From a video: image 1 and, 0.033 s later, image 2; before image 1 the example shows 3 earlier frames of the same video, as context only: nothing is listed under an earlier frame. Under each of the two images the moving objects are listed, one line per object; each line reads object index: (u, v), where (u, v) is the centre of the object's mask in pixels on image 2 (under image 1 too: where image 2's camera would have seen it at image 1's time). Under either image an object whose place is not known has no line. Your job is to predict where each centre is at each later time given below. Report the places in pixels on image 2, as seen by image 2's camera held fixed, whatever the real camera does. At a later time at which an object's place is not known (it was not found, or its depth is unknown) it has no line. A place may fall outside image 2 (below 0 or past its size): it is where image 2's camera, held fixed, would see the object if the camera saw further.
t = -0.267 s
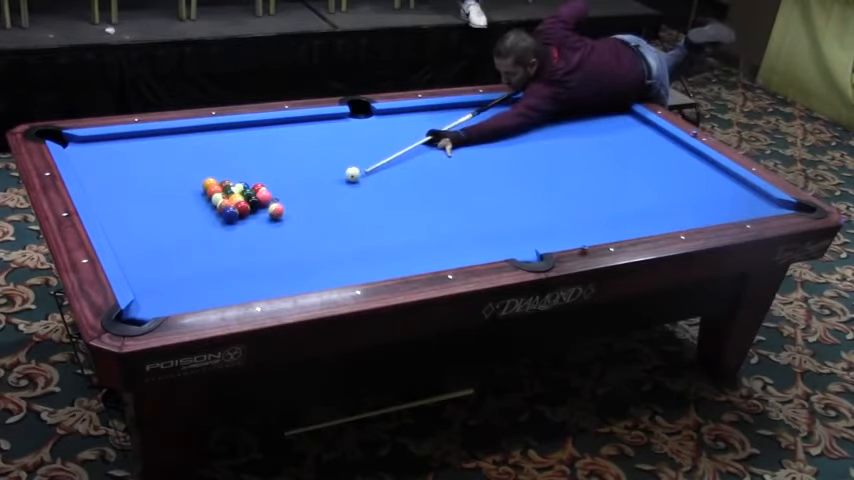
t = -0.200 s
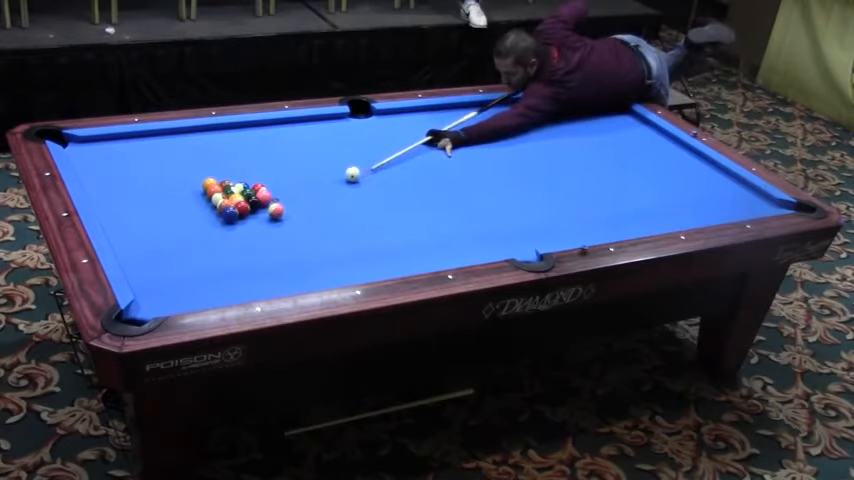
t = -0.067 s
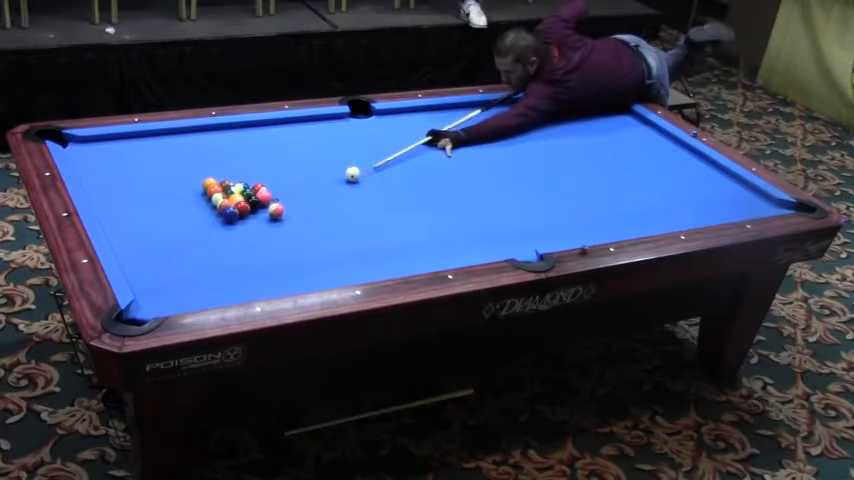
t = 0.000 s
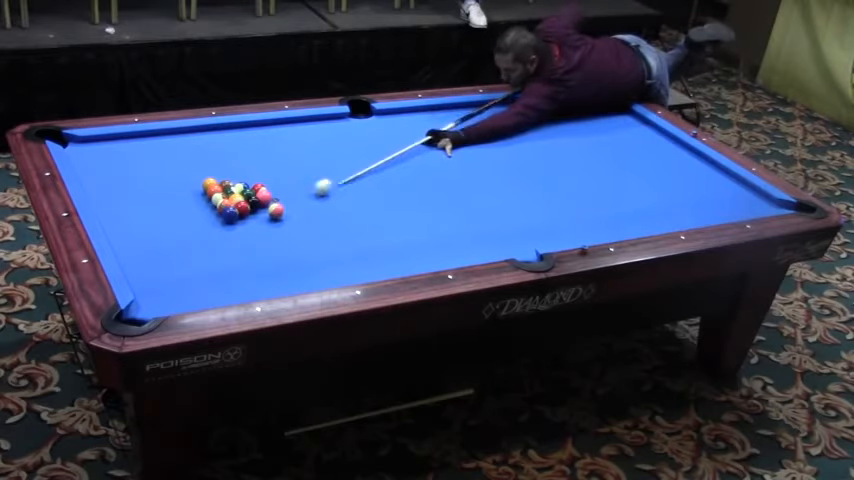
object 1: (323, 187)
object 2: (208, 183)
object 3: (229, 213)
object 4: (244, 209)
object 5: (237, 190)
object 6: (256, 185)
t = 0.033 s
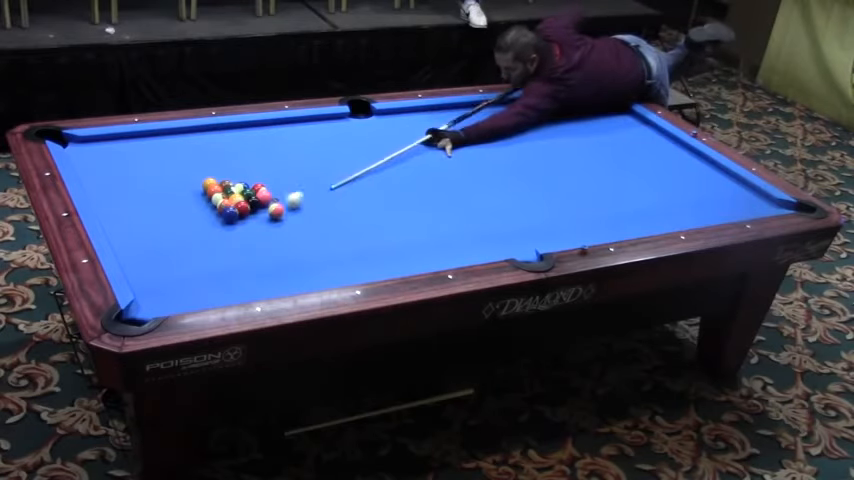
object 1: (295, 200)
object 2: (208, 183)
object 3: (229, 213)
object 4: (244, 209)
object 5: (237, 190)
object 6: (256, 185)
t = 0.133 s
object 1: (276, 203)
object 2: (206, 182)
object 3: (230, 215)
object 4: (244, 209)
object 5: (237, 188)
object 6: (254, 184)
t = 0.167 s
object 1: (277, 203)
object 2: (204, 182)
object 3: (230, 215)
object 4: (244, 210)
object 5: (235, 188)
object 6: (254, 183)
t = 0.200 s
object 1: (278, 203)
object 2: (202, 182)
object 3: (230, 216)
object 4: (245, 210)
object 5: (231, 190)
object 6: (256, 184)
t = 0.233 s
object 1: (279, 203)
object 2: (200, 182)
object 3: (230, 216)
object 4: (245, 211)
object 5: (230, 190)
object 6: (256, 184)
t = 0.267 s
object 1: (281, 202)
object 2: (198, 182)
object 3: (230, 217)
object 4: (245, 211)
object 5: (230, 190)
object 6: (257, 183)
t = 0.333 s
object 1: (286, 201)
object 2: (195, 183)
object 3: (231, 218)
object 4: (245, 213)
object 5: (229, 190)
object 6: (258, 183)
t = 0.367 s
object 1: (287, 200)
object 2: (194, 183)
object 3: (231, 219)
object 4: (245, 213)
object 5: (228, 190)
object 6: (258, 183)
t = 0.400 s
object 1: (289, 200)
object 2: (192, 183)
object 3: (231, 220)
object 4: (245, 214)
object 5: (227, 191)
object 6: (258, 183)
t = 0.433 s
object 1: (291, 199)
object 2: (191, 183)
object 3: (231, 221)
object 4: (246, 214)
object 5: (226, 190)
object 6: (259, 182)
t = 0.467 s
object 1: (293, 198)
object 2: (190, 183)
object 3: (232, 221)
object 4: (246, 215)
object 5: (236, 184)
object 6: (258, 182)
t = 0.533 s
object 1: (297, 197)
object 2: (187, 182)
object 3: (232, 222)
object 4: (246, 216)
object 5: (226, 190)
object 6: (259, 180)
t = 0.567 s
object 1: (299, 196)
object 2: (185, 182)
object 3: (232, 223)
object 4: (246, 217)
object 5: (225, 190)
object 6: (259, 179)
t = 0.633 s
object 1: (303, 196)
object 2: (183, 183)
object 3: (233, 224)
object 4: (247, 218)
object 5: (224, 191)
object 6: (258, 178)
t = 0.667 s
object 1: (304, 195)
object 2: (181, 182)
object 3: (233, 225)
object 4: (247, 219)
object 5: (225, 190)
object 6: (258, 178)
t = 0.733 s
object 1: (307, 194)
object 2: (178, 182)
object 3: (233, 225)
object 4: (248, 220)
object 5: (224, 190)
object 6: (259, 177)
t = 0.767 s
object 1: (309, 193)
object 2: (177, 182)
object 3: (233, 226)
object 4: (248, 220)
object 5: (224, 190)
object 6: (259, 177)
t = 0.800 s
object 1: (311, 193)
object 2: (175, 182)
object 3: (234, 226)
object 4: (248, 221)
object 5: (223, 190)
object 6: (259, 177)
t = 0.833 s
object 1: (313, 192)
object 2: (174, 182)
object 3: (234, 227)
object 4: (248, 221)
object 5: (223, 190)
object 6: (258, 176)
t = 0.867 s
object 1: (314, 192)
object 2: (173, 182)
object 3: (234, 227)
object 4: (249, 222)
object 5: (223, 190)
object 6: (257, 175)
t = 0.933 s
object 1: (317, 191)
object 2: (170, 182)
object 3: (234, 228)
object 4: (249, 223)
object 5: (223, 190)
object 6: (257, 175)
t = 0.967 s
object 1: (319, 190)
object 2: (169, 181)
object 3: (235, 229)
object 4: (249, 224)
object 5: (223, 190)
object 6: (257, 174)
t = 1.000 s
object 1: (321, 190)
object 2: (168, 181)
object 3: (235, 229)
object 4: (250, 224)
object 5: (223, 190)
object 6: (257, 174)
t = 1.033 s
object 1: (322, 189)
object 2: (166, 181)
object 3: (235, 230)
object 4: (250, 225)
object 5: (223, 190)
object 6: (257, 173)
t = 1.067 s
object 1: (324, 189)
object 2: (165, 181)
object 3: (235, 230)
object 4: (250, 225)
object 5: (223, 190)
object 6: (256, 173)
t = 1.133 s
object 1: (327, 187)
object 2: (163, 181)
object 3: (235, 231)
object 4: (251, 226)
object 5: (223, 190)
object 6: (256, 172)
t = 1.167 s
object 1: (328, 187)
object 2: (162, 181)
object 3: (235, 231)
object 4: (251, 226)
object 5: (223, 190)
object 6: (256, 172)
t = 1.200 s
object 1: (330, 187)
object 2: (161, 180)
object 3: (236, 232)
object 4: (251, 227)
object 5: (223, 190)
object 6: (256, 172)
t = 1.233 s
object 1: (331, 186)
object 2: (160, 180)
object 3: (236, 232)
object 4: (251, 227)
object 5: (223, 190)
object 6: (256, 171)
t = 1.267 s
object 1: (332, 186)
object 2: (158, 180)
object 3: (236, 232)
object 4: (251, 228)
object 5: (223, 190)
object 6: (256, 171)
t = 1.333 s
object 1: (335, 185)
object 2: (156, 180)
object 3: (237, 233)
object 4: (252, 228)
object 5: (223, 190)
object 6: (256, 170)
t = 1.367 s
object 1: (337, 185)
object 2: (155, 180)
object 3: (236, 233)
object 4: (252, 229)
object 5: (223, 190)
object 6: (256, 169)
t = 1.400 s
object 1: (338, 184)
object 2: (154, 180)
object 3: (237, 234)
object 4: (253, 229)
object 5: (223, 190)
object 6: (257, 169)
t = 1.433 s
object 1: (339, 184)
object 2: (153, 180)
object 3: (237, 234)
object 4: (253, 229)
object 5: (223, 190)
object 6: (257, 169)
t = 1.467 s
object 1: (340, 183)
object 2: (152, 180)
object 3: (237, 234)
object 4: (253, 230)
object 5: (223, 190)
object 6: (257, 168)
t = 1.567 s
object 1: (344, 182)
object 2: (150, 179)
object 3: (237, 235)
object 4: (254, 231)
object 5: (223, 190)
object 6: (257, 168)
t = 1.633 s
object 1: (347, 181)
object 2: (148, 179)
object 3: (237, 236)
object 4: (254, 231)
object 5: (223, 190)
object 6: (257, 168)
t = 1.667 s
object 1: (348, 181)
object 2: (147, 179)
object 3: (237, 236)
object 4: (254, 232)
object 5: (223, 190)
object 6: (257, 167)
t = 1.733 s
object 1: (350, 180)
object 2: (145, 179)
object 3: (237, 236)
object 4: (255, 233)
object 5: (223, 190)
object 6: (257, 168)
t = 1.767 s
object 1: (351, 180)
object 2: (145, 179)
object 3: (237, 237)
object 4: (255, 233)
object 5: (223, 190)
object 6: (257, 167)
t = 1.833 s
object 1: (353, 179)
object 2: (143, 178)
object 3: (237, 237)
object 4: (255, 234)
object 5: (223, 190)
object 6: (257, 167)
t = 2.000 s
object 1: (357, 178)
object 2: (141, 178)
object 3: (238, 237)
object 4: (257, 234)
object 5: (223, 190)
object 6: (257, 166)
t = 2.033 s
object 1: (359, 177)
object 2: (139, 178)
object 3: (238, 237)
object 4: (257, 234)
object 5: (223, 190)
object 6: (258, 166)
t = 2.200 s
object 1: (363, 176)
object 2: (137, 178)
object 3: (239, 238)
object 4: (257, 235)
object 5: (223, 190)
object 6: (257, 165)
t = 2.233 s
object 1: (364, 176)
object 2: (137, 178)
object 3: (239, 238)
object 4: (258, 235)
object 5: (223, 190)
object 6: (257, 165)
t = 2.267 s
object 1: (365, 175)
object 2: (136, 178)
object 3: (239, 238)
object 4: (258, 235)
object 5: (223, 190)
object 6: (257, 165)
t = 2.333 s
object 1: (366, 175)
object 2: (135, 178)
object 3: (239, 238)
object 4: (258, 235)
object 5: (223, 191)
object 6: (257, 165)
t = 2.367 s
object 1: (367, 174)
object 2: (135, 178)
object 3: (239, 238)
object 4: (258, 235)
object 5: (223, 191)
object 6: (257, 165)
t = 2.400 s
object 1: (368, 174)
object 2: (134, 178)
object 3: (239, 238)
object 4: (258, 235)
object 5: (223, 191)
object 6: (258, 164)
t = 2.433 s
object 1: (369, 174)
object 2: (134, 178)
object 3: (239, 238)
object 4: (258, 235)
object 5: (223, 190)
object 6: (257, 164)
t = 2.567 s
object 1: (371, 173)
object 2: (132, 178)
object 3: (239, 238)
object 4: (258, 236)
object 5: (223, 190)
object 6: (257, 164)
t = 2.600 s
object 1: (372, 173)
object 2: (132, 178)
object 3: (239, 238)
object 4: (258, 236)
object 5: (223, 190)
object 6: (257, 164)
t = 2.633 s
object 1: (373, 173)
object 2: (132, 178)
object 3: (239, 238)
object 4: (258, 236)
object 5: (223, 191)
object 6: (257, 164)
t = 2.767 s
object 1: (375, 172)
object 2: (131, 178)
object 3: (239, 238)
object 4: (258, 236)
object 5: (223, 190)
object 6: (258, 164)
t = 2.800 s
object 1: (376, 172)
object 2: (131, 178)
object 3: (239, 238)
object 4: (258, 236)
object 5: (223, 190)
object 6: (258, 164)
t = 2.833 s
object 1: (377, 172)
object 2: (131, 178)
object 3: (239, 237)
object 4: (258, 236)
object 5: (223, 190)
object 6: (258, 164)
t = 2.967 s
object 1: (379, 171)
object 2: (131, 178)
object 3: (239, 238)
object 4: (258, 236)
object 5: (223, 190)
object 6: (258, 164)
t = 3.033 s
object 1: (380, 171)
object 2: (131, 178)
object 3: (239, 238)
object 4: (258, 236)
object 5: (223, 190)
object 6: (258, 164)
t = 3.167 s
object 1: (382, 170)
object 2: (130, 178)
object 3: (239, 238)
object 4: (258, 236)
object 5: (223, 190)
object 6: (258, 164)
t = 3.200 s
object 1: (383, 170)
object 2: (130, 178)
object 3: (239, 238)
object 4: (258, 236)
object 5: (223, 190)
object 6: (258, 164)
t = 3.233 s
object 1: (383, 170)
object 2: (130, 178)
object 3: (239, 238)
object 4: (258, 236)
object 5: (223, 190)
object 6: (258, 165)
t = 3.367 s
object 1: (385, 169)
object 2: (130, 178)
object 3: (239, 238)
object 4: (258, 235)
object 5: (223, 190)
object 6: (258, 164)
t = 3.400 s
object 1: (385, 169)
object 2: (130, 178)
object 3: (239, 238)
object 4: (258, 235)
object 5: (223, 190)
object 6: (258, 165)
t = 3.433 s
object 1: (385, 169)
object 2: (130, 178)
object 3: (239, 238)
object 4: (258, 235)
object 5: (223, 190)
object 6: (258, 165)
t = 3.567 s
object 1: (386, 169)
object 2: (130, 178)
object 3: (239, 238)
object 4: (258, 235)
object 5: (223, 190)
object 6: (258, 164)
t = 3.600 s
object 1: (387, 169)
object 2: (130, 178)
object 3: (239, 238)
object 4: (258, 236)
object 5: (223, 190)
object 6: (258, 164)
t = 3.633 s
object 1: (387, 169)
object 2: (130, 178)
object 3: (239, 238)
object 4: (258, 235)
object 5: (223, 190)
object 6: (258, 164)
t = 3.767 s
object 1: (387, 168)
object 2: (130, 178)
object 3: (239, 238)
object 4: (258, 236)
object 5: (223, 190)
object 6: (258, 164)
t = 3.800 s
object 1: (387, 168)
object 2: (130, 178)
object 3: (239, 238)
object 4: (258, 236)
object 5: (223, 190)
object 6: (258, 165)
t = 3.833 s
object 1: (388, 168)
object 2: (130, 178)
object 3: (239, 238)
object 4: (258, 236)
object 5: (223, 190)
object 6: (258, 165)
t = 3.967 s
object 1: (388, 168)
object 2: (130, 178)
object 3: (239, 237)
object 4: (258, 236)
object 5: (223, 190)
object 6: (258, 164)
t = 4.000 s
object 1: (388, 167)
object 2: (130, 178)
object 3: (239, 238)
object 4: (258, 236)
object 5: (223, 190)
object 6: (258, 164)
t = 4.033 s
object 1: (388, 167)
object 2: (130, 178)
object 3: (239, 238)
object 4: (258, 236)
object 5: (223, 190)
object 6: (258, 164)
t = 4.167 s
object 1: (388, 167)
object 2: (130, 178)
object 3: (239, 238)
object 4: (258, 236)
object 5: (223, 190)
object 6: (258, 164)
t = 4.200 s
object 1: (388, 167)
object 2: (130, 178)
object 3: (239, 238)
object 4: (258, 236)
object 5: (223, 190)
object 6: (258, 164)
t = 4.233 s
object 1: (388, 167)
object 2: (130, 178)
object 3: (239, 237)
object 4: (258, 236)
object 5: (223, 190)
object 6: (258, 165)
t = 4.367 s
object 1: (388, 167)
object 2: (130, 178)
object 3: (239, 238)
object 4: (258, 236)
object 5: (223, 190)
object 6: (258, 165)
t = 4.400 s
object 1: (388, 167)
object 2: (130, 178)
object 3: (239, 238)
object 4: (258, 236)
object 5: (223, 190)
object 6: (258, 165)
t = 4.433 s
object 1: (388, 167)
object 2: (130, 178)
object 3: (239, 238)
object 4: (258, 236)
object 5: (223, 190)
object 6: (258, 165)
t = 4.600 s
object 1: (388, 167)
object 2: (130, 178)
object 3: (239, 238)
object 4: (258, 236)
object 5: (223, 190)
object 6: (258, 165)
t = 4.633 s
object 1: (388, 167)
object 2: (130, 178)
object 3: (239, 238)
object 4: (258, 236)
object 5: (223, 190)
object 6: (258, 165)
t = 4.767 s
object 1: (388, 167)
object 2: (130, 178)
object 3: (239, 238)
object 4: (258, 236)
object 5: (223, 190)
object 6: (258, 165)
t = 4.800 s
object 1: (388, 167)
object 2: (130, 178)
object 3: (239, 238)
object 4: (258, 236)
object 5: (223, 190)
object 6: (258, 165)
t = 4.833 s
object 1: (388, 167)
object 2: (130, 178)
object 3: (239, 238)
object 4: (258, 236)
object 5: (223, 190)
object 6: (258, 165)
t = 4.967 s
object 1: (388, 167)
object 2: (130, 178)
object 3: (239, 238)
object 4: (258, 236)
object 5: (223, 190)
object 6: (258, 165)
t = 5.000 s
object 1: (388, 167)
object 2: (130, 178)
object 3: (239, 238)
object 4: (258, 236)
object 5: (223, 190)
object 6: (258, 165)
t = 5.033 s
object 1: (388, 167)
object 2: (130, 178)
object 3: (239, 238)
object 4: (258, 236)
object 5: (223, 190)
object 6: (258, 165)
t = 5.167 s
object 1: (388, 167)
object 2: (130, 178)
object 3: (239, 238)
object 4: (258, 236)
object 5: (223, 190)
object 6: (258, 165)
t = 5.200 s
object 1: (388, 167)
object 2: (130, 178)
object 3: (239, 238)
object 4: (258, 236)
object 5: (224, 190)
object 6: (258, 164)
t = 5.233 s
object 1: (388, 167)
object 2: (130, 178)
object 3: (239, 238)
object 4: (258, 236)
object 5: (223, 190)
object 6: (258, 164)
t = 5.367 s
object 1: (388, 167)
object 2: (130, 178)
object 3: (239, 238)
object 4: (258, 235)
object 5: (224, 190)
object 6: (258, 165)
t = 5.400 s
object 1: (388, 167)
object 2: (130, 178)
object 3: (239, 237)
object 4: (258, 235)
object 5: (223, 190)
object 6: (258, 165)
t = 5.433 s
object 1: (388, 167)
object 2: (130, 178)
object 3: (239, 238)
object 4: (258, 235)
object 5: (223, 190)
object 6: (258, 164)
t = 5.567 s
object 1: (388, 168)
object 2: (130, 178)
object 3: (239, 238)
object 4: (258, 235)
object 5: (224, 190)
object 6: (258, 165)
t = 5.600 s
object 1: (388, 167)
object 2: (130, 178)
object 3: (239, 238)
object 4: (258, 235)
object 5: (223, 190)
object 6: (258, 164)
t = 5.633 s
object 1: (388, 168)
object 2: (130, 178)
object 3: (239, 238)
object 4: (258, 235)
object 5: (223, 190)
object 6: (258, 164)
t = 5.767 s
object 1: (388, 168)
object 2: (130, 178)
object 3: (239, 238)
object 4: (258, 235)
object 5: (223, 190)
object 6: (258, 165)
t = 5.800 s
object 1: (388, 167)
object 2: (130, 178)
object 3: (239, 237)
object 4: (258, 235)
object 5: (223, 190)
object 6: (258, 164)
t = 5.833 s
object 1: (388, 167)
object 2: (130, 178)
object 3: (239, 238)
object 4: (258, 235)
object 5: (223, 190)
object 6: (258, 165)
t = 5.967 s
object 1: (388, 168)
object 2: (130, 178)
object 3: (239, 238)
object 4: (258, 235)
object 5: (223, 190)
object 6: (258, 165)
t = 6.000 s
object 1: (388, 167)
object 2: (130, 178)
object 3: (239, 238)
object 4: (258, 235)
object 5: (223, 190)
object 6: (258, 165)
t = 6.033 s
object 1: (388, 167)
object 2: (130, 178)
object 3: (239, 238)
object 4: (258, 235)
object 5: (223, 190)
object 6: (258, 165)
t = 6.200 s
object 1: (388, 168)
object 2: (130, 178)
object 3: (239, 237)
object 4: (258, 235)
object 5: (223, 190)
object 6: (258, 165)
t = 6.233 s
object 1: (388, 168)
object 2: (130, 178)
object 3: (239, 237)
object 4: (258, 235)
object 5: (223, 190)
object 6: (258, 165)
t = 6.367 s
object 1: (388, 168)
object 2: (130, 178)
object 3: (239, 237)
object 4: (258, 235)
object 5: (223, 190)
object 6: (258, 165)
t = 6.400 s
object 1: (388, 168)
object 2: (130, 178)
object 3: (239, 237)
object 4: (258, 235)
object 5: (223, 190)
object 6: (258, 165)
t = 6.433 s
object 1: (388, 168)
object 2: (130, 178)
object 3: (239, 237)
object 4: (258, 235)
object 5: (223, 190)
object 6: (258, 165)
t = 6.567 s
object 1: (388, 168)
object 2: (130, 178)
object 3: (239, 237)
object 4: (258, 235)
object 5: (223, 190)
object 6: (258, 165)
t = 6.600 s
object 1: (388, 168)
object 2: (130, 178)
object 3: (239, 237)
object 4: (258, 235)
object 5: (223, 191)
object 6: (258, 165)
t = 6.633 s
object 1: (388, 168)
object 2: (130, 178)
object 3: (239, 237)
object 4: (258, 235)
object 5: (223, 191)
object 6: (258, 165)
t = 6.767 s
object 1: (388, 168)
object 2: (130, 178)
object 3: (239, 237)
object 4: (258, 235)
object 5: (223, 191)
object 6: (258, 165)
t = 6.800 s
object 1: (388, 168)
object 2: (130, 178)
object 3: (239, 237)
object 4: (258, 235)
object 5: (223, 191)
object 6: (258, 165)
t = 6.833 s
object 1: (388, 168)
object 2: (130, 178)
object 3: (239, 237)
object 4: (258, 236)
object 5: (223, 191)
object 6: (258, 165)
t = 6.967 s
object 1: (388, 168)
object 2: (130, 178)
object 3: (239, 237)
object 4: (258, 235)
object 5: (223, 191)
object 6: (258, 165)
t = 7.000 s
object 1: (388, 168)
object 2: (130, 178)
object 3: (239, 237)
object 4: (258, 235)
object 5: (223, 191)
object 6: (258, 165)
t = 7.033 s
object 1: (388, 168)
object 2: (130, 178)
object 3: (239, 237)
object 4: (258, 235)
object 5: (223, 190)
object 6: (258, 165)
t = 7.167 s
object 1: (388, 168)
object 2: (130, 178)
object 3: (239, 237)
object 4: (258, 235)
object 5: (223, 190)
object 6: (258, 165)
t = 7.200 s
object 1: (388, 168)
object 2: (130, 178)
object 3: (239, 237)
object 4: (258, 235)
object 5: (223, 190)
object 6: (258, 165)
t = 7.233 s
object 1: (388, 168)
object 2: (130, 178)
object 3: (239, 237)
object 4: (258, 235)
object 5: (223, 190)
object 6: (258, 165)
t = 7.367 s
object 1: (388, 167)
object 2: (130, 178)
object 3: (239, 237)
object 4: (258, 235)
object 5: (223, 190)
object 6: (258, 165)
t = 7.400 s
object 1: (388, 168)
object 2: (130, 178)
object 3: (239, 237)
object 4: (258, 235)
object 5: (223, 190)
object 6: (258, 165)
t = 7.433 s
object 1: (388, 168)
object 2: (130, 178)
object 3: (239, 237)
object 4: (258, 235)
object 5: (223, 190)
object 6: (258, 165)
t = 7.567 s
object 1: (388, 168)
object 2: (130, 178)
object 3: (239, 237)
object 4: (258, 235)
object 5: (223, 190)
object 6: (258, 165)
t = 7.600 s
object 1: (388, 168)
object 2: (130, 178)
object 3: (239, 237)
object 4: (258, 235)
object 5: (223, 190)
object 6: (258, 165)
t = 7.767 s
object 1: (388, 168)
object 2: (130, 178)
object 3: (239, 237)
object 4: (258, 235)
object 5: (223, 190)
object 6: (258, 165)
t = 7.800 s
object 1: (388, 168)
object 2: (130, 178)
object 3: (239, 237)
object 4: (258, 235)
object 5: (223, 190)
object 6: (258, 165)
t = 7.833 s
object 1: (388, 168)
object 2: (130, 178)
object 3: (239, 237)
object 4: (258, 235)
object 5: (223, 190)
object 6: (258, 165)
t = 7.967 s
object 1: (388, 168)
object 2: (130, 178)
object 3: (239, 237)
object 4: (258, 235)
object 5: (223, 190)
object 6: (258, 165)
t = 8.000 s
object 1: (388, 168)
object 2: (130, 178)
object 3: (239, 237)
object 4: (258, 235)
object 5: (223, 190)
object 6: (258, 165)
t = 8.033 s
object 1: (388, 168)
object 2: (130, 178)
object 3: (239, 237)
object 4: (258, 235)
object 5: (223, 190)
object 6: (258, 165)
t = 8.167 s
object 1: (388, 168)
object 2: (130, 178)
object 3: (239, 237)
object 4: (258, 235)
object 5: (223, 190)
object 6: (258, 165)
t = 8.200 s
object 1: (388, 168)
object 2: (130, 178)
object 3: (239, 237)
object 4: (258, 235)
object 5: (223, 190)
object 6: (258, 165)
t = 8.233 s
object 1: (388, 168)
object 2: (130, 178)
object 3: (239, 237)
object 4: (258, 235)
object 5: (223, 190)
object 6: (258, 165)
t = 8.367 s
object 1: (388, 168)
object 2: (130, 178)
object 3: (239, 237)
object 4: (258, 235)
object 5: (223, 190)
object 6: (258, 165)
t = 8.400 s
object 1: (388, 168)
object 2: (130, 178)
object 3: (239, 237)
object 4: (258, 235)
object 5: (223, 190)
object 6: (258, 165)
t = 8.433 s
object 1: (388, 168)
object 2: (130, 178)
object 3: (239, 237)
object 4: (258, 235)
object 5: (223, 190)
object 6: (258, 165)
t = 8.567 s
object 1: (388, 168)
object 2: (130, 178)
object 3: (239, 237)
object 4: (258, 235)
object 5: (223, 190)
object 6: (258, 165)
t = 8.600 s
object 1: (388, 168)
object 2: (130, 178)
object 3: (239, 237)
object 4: (258, 235)
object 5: (223, 190)
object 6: (258, 165)
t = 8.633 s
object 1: (388, 168)
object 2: (130, 178)
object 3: (239, 237)
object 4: (258, 235)
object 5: (223, 190)
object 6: (258, 165)
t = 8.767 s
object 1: (388, 168)
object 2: (130, 178)
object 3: (239, 237)
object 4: (258, 235)
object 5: (223, 190)
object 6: (258, 165)
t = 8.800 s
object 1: (388, 168)
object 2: (130, 178)
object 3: (239, 237)
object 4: (258, 235)
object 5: (223, 190)
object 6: (258, 165)
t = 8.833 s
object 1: (388, 168)
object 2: (130, 178)
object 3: (239, 237)
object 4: (258, 235)
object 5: (223, 190)
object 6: (258, 165)
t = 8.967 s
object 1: (388, 168)
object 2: (130, 178)
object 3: (239, 237)
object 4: (258, 235)
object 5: (223, 190)
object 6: (258, 165)
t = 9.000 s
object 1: (388, 168)
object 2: (130, 178)
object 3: (239, 237)
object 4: (258, 235)
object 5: (223, 190)
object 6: (258, 165)
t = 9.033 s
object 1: (388, 168)
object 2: (130, 178)
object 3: (239, 237)
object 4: (258, 235)
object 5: (223, 190)
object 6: (258, 165)
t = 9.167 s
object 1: (388, 168)
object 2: (130, 178)
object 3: (239, 237)
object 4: (258, 235)
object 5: (223, 190)
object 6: (258, 165)
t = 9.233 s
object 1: (388, 168)
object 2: (130, 178)
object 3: (239, 237)
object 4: (258, 235)
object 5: (223, 190)
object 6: (258, 165)
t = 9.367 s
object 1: (388, 168)
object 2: (130, 178)
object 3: (239, 237)
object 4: (258, 235)
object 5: (223, 190)
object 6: (258, 165)
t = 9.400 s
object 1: (388, 168)
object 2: (130, 178)
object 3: (239, 237)
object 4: (258, 235)
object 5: (223, 190)
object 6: (258, 165)
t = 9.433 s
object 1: (388, 168)
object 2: (130, 178)
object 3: (239, 237)
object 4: (258, 235)
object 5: (223, 190)
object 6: (258, 165)
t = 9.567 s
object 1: (388, 168)
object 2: (130, 178)
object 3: (239, 237)
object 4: (258, 235)
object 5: (223, 190)
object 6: (258, 165)
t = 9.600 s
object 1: (388, 168)
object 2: (130, 178)
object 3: (239, 237)
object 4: (258, 235)
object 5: (223, 190)
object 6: (258, 165)
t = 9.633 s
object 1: (388, 168)
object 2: (130, 178)
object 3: (239, 237)
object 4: (258, 235)
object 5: (223, 190)
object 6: (258, 165)
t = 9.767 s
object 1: (388, 168)
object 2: (130, 178)
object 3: (239, 237)
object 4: (258, 235)
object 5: (223, 190)
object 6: (258, 165)
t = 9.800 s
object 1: (388, 168)
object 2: (130, 178)
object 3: (239, 237)
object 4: (258, 235)
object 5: (223, 190)
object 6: (258, 165)
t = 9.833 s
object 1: (388, 168)
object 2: (130, 178)
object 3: (239, 237)
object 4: (258, 235)
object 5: (223, 190)
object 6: (258, 165)
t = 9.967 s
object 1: (388, 168)
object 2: (130, 178)
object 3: (239, 237)
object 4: (258, 235)
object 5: (223, 190)
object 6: (258, 165)
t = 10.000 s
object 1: (388, 168)
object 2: (130, 178)
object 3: (239, 237)
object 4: (258, 235)
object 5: (223, 190)
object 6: (258, 165)
